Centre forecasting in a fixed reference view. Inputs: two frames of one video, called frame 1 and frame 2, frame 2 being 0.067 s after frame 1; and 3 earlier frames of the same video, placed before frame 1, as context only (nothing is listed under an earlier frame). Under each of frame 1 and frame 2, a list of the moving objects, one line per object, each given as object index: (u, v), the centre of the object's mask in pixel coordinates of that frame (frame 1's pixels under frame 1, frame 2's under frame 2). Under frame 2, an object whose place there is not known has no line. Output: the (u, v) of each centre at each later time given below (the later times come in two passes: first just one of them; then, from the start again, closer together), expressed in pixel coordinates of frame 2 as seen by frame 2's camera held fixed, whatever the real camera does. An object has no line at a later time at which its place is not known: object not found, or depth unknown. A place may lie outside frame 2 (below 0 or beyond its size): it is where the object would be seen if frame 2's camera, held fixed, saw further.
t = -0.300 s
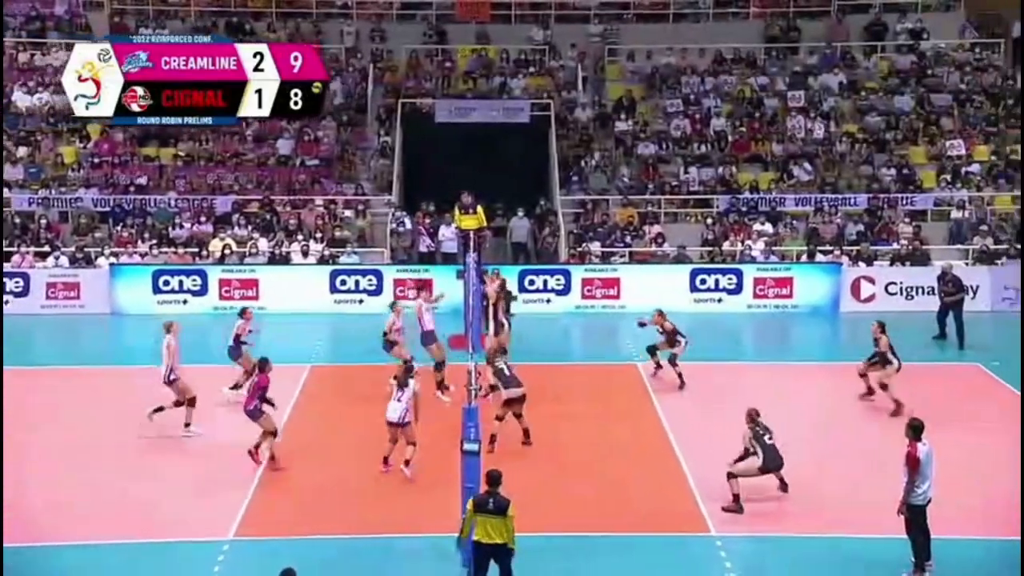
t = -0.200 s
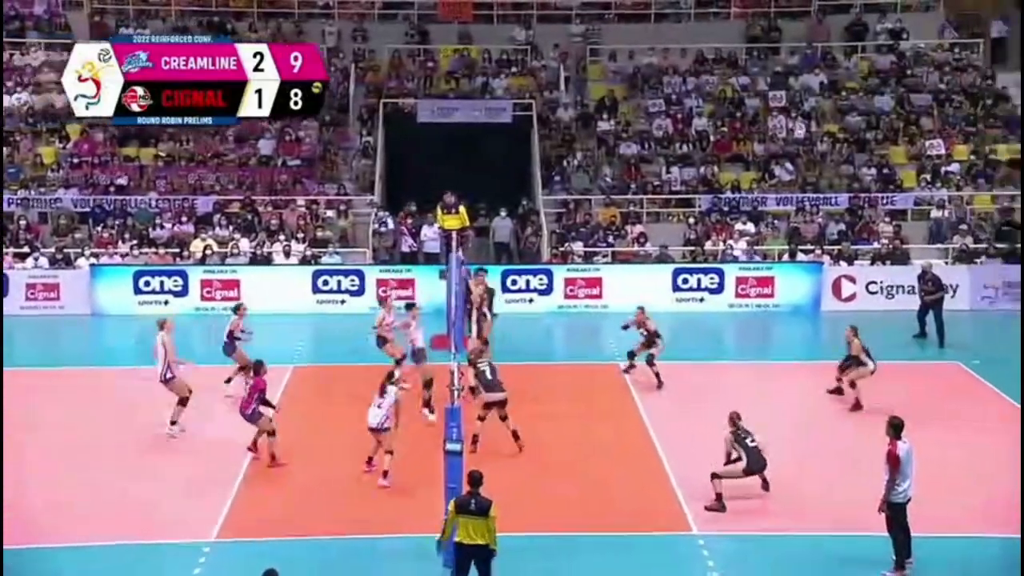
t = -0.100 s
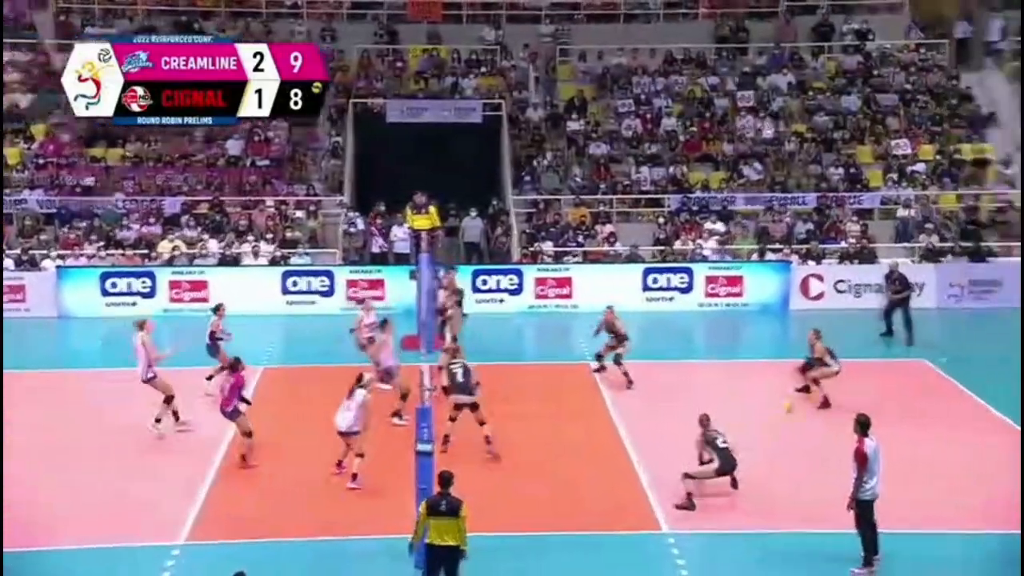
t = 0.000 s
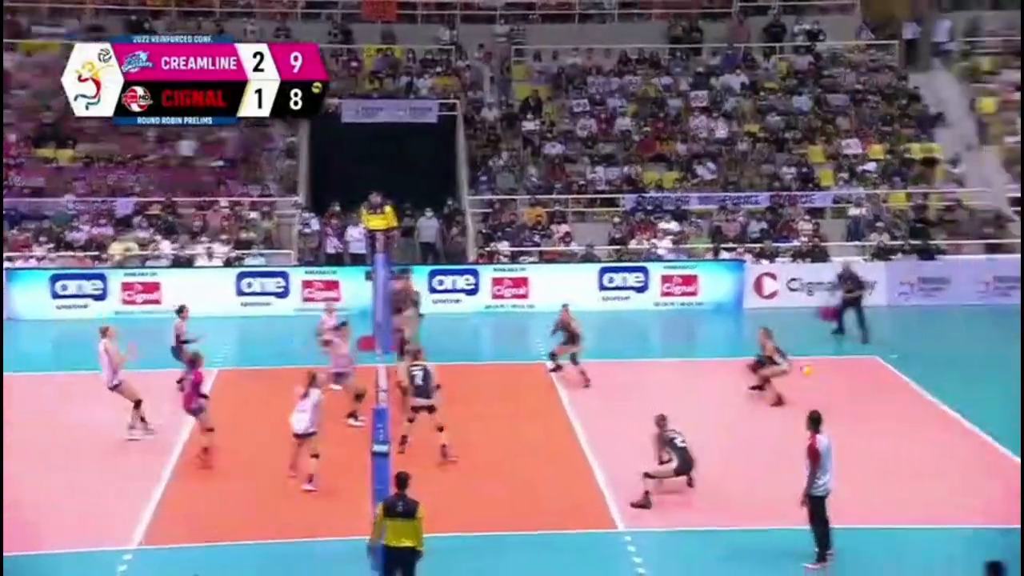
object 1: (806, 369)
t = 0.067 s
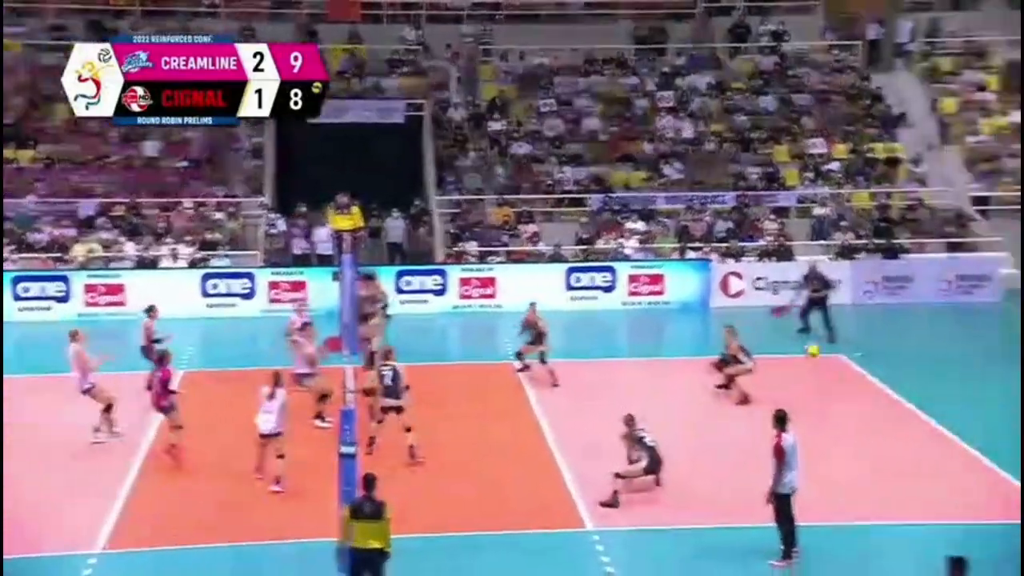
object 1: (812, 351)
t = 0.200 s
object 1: (891, 325)
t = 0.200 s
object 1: (891, 325)
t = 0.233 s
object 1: (912, 321)
